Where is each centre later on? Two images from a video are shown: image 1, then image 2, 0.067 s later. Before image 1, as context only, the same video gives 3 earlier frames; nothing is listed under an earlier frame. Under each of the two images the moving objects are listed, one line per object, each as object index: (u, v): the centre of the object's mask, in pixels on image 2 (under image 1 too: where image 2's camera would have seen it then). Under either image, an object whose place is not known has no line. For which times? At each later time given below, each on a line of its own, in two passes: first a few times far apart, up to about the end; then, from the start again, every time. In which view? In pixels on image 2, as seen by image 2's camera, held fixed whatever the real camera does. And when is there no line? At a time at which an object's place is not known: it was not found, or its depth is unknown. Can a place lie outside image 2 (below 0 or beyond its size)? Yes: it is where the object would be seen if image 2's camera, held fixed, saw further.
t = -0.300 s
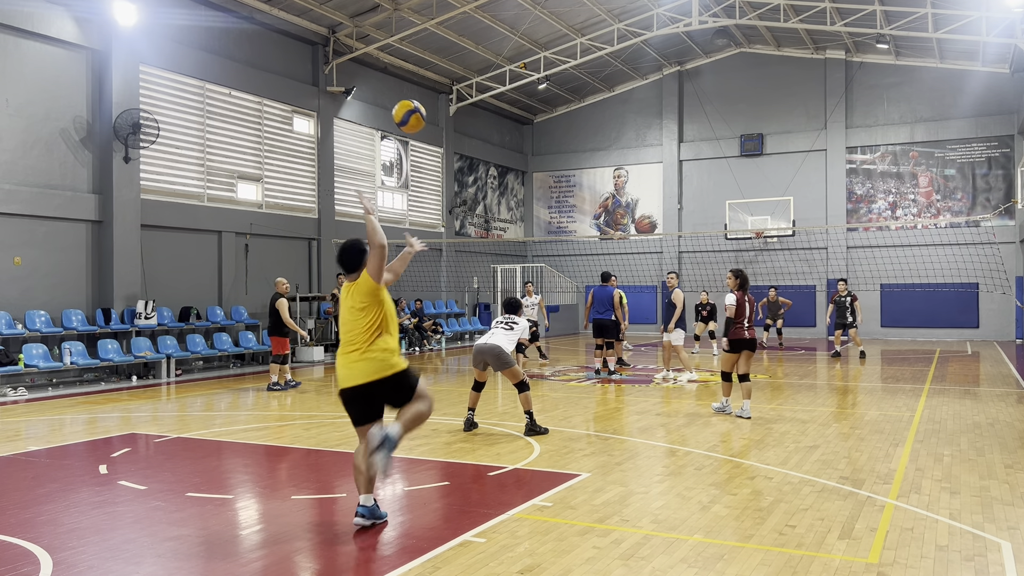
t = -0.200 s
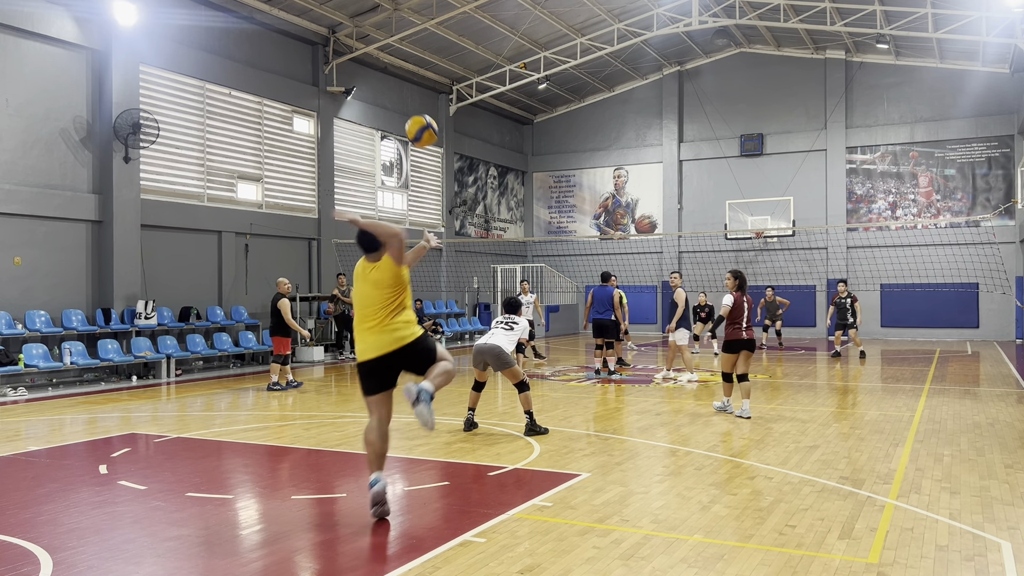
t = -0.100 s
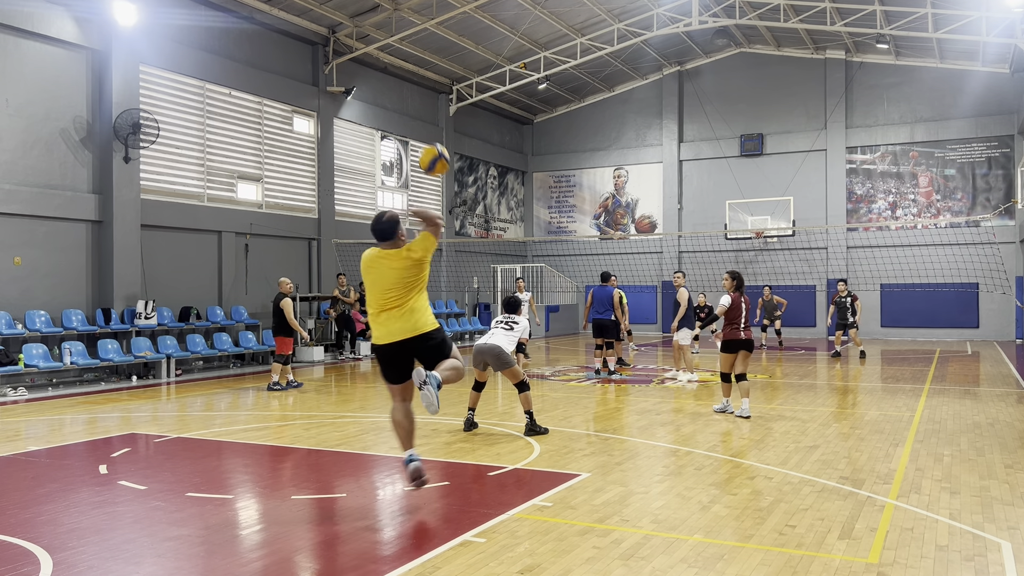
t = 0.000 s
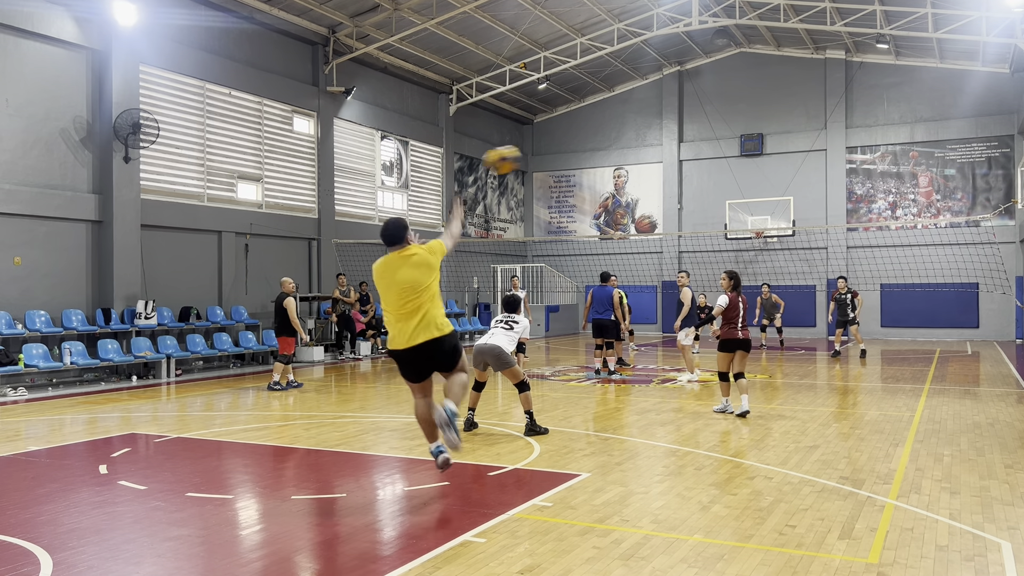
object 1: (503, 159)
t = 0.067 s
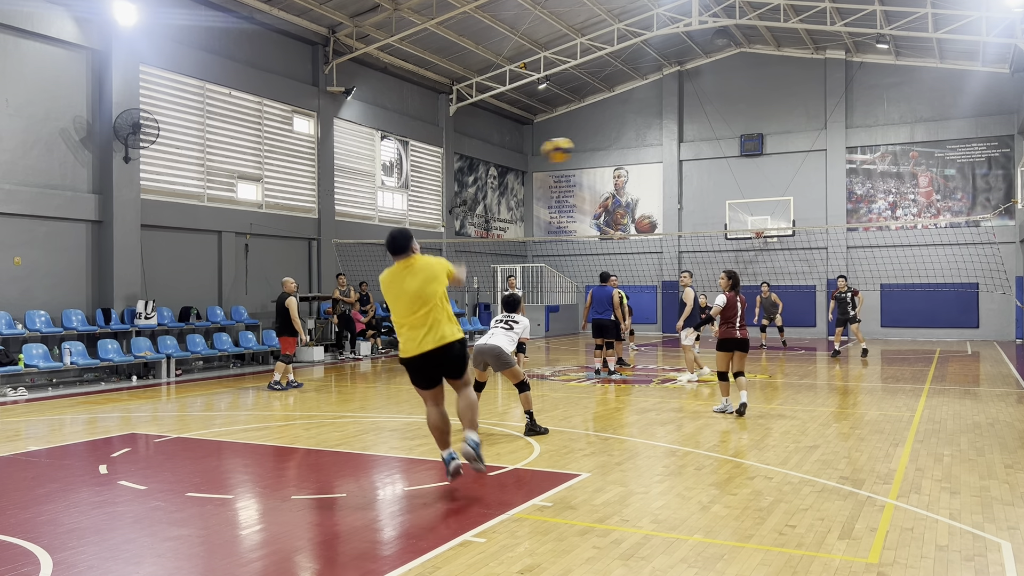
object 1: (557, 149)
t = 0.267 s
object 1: (666, 152)
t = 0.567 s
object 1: (753, 195)
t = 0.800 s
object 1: (796, 247)
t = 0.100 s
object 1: (580, 147)
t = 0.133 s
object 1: (602, 145)
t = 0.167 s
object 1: (620, 145)
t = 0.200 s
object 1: (638, 146)
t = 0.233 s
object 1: (653, 149)
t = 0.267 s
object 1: (666, 152)
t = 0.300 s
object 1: (680, 156)
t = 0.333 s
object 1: (691, 160)
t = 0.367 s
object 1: (702, 164)
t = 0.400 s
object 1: (712, 169)
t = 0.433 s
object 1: (722, 174)
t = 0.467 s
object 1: (731, 179)
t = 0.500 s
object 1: (739, 184)
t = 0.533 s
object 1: (746, 190)
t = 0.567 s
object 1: (753, 195)
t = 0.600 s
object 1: (760, 201)
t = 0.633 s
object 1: (767, 208)
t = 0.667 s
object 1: (773, 215)
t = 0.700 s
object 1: (779, 222)
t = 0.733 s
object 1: (785, 233)
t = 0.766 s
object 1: (791, 238)
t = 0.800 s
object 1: (796, 247)
